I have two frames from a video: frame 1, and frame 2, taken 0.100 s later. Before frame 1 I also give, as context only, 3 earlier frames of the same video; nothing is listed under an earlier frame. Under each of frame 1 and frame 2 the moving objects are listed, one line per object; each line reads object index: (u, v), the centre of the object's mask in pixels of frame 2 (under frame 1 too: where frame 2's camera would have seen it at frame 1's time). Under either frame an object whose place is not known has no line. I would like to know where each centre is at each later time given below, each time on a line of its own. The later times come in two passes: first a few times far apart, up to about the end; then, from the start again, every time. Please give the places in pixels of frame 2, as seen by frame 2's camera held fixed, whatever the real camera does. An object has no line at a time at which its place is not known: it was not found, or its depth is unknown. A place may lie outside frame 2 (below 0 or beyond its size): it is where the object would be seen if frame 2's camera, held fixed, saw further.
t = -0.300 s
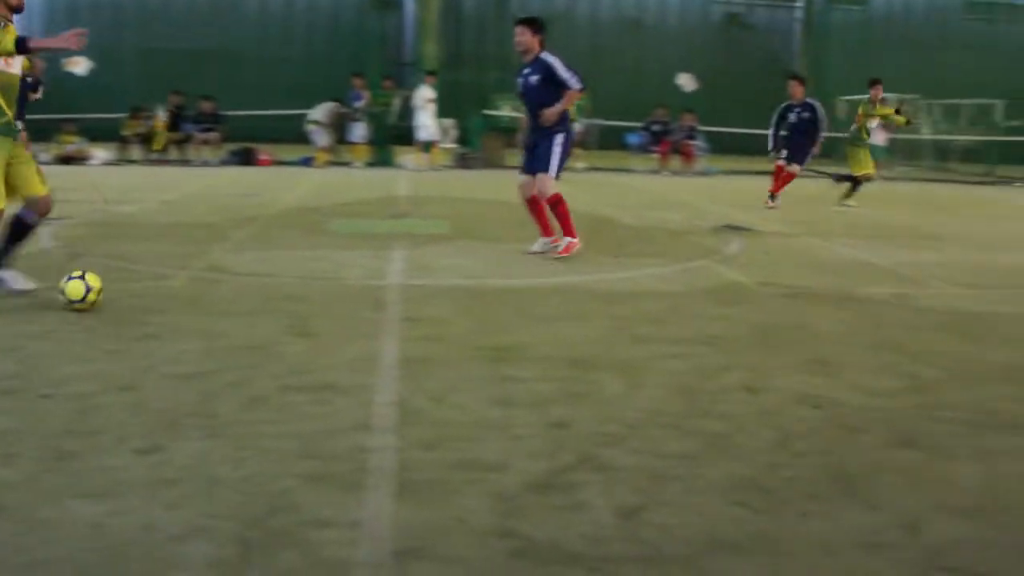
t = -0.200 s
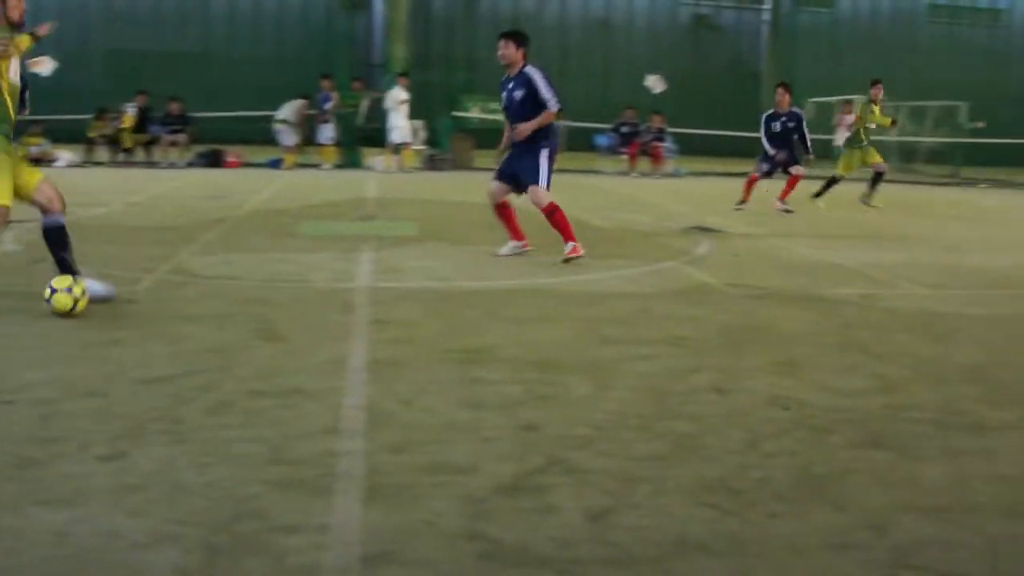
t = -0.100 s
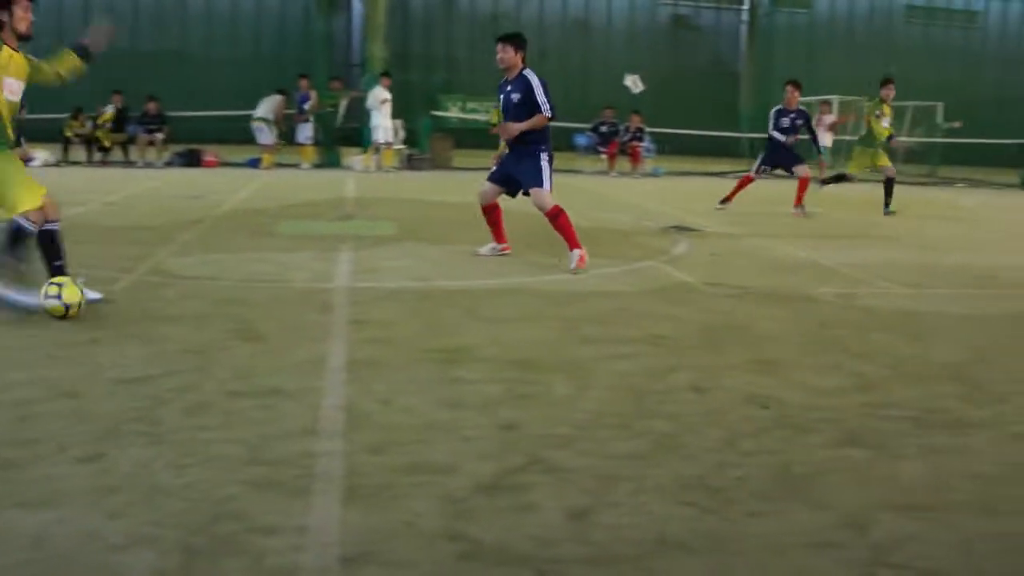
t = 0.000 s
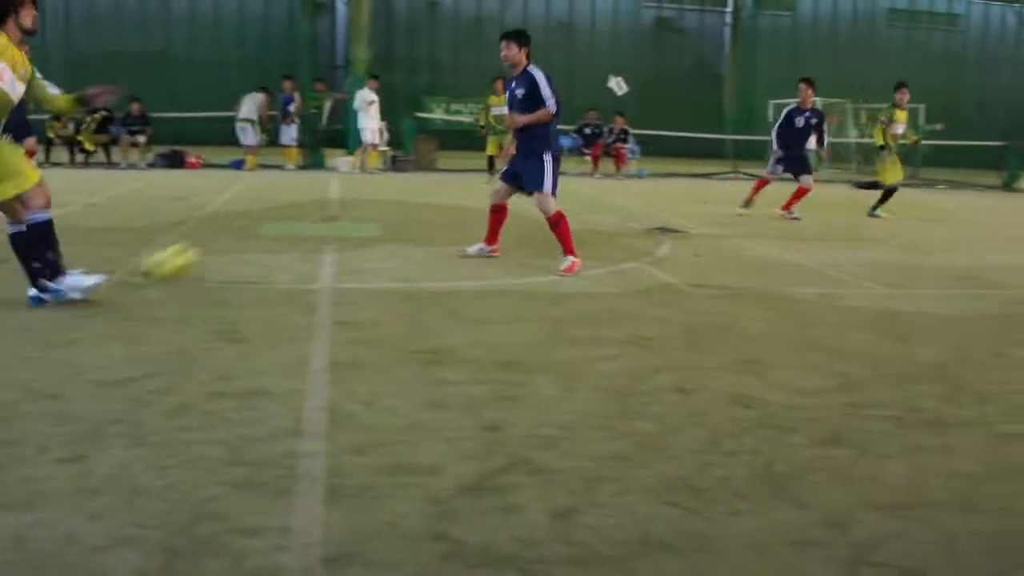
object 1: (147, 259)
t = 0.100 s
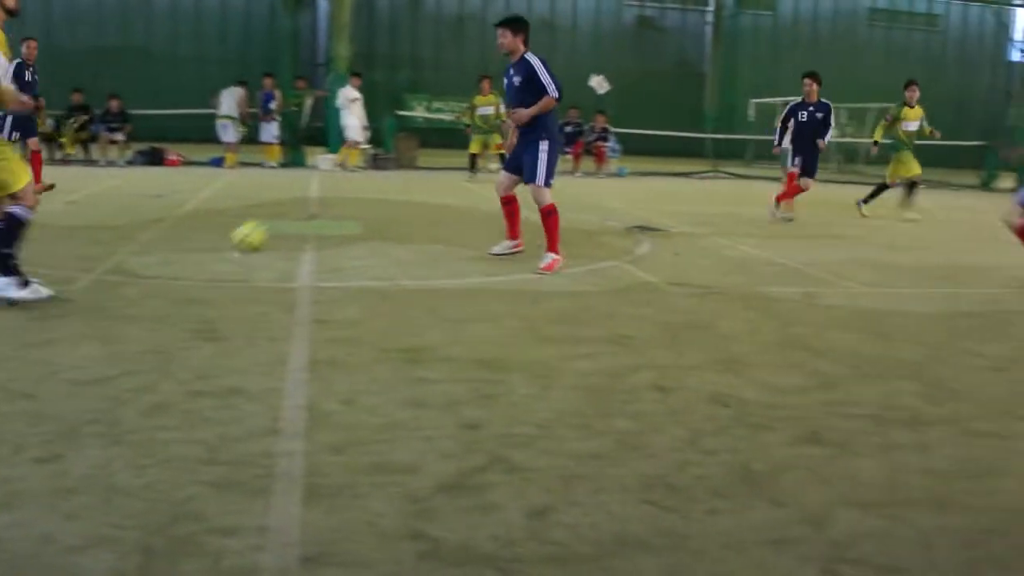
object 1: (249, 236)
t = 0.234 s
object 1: (329, 215)
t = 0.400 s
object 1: (389, 198)
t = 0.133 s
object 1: (274, 229)
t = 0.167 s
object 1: (294, 223)
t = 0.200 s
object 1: (313, 219)
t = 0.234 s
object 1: (329, 215)
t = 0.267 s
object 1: (344, 211)
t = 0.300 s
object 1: (357, 206)
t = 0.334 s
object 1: (368, 202)
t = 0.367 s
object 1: (379, 199)
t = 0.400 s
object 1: (389, 198)
